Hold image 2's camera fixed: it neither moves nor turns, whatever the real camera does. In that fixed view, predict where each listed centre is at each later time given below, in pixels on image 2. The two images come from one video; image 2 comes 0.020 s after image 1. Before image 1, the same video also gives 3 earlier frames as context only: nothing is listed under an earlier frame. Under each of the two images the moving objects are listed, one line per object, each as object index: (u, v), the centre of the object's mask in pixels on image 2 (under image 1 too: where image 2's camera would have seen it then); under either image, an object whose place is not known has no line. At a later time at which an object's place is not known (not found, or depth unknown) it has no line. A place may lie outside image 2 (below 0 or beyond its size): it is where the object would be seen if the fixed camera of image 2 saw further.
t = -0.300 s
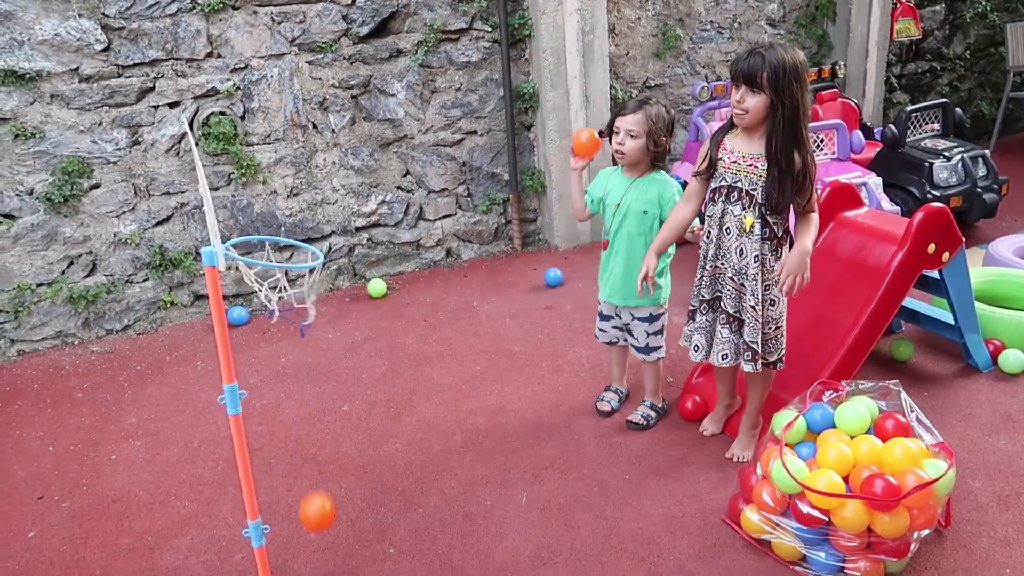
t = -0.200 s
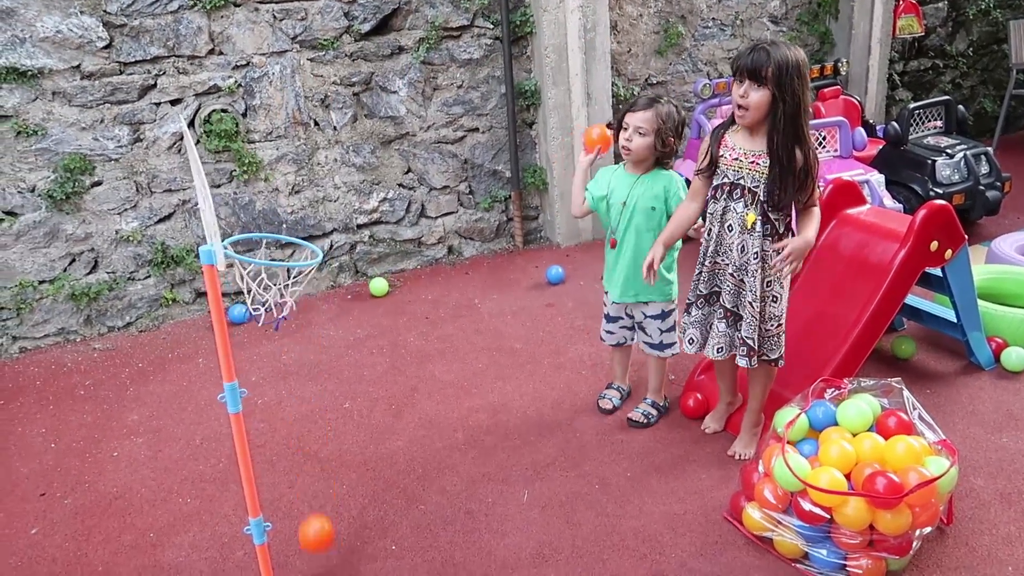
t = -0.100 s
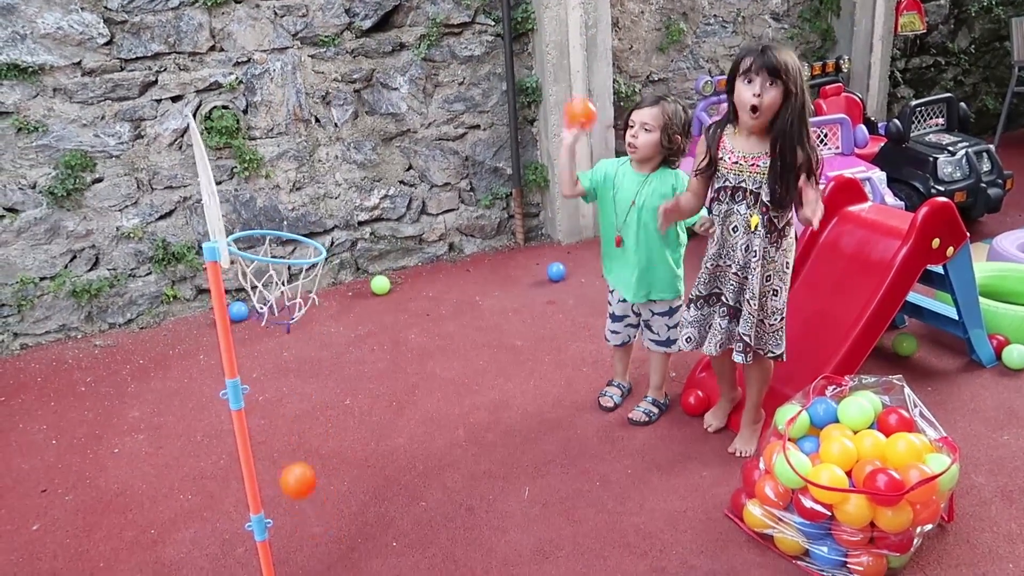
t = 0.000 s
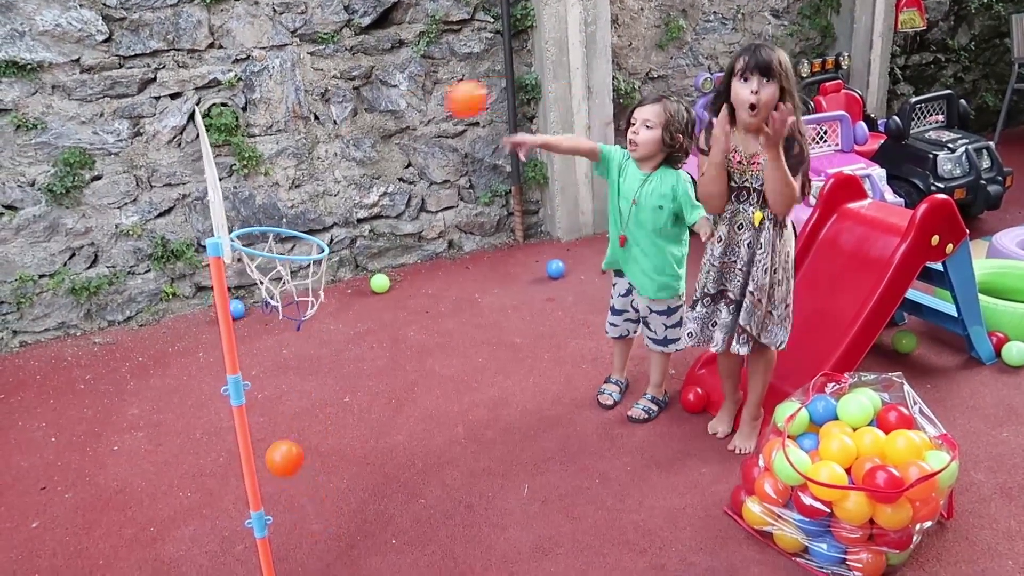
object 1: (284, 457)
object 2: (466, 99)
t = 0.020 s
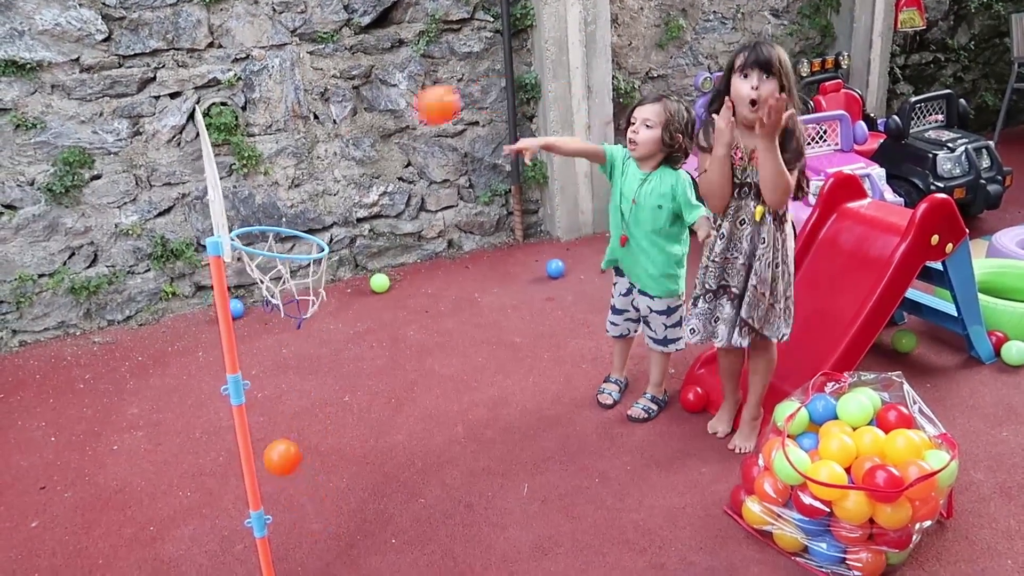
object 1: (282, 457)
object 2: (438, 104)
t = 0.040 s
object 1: (280, 458)
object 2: (407, 113)
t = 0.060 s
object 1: (279, 460)
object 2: (374, 124)
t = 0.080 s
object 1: (278, 464)
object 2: (338, 137)
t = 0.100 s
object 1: (277, 468)
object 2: (302, 152)
